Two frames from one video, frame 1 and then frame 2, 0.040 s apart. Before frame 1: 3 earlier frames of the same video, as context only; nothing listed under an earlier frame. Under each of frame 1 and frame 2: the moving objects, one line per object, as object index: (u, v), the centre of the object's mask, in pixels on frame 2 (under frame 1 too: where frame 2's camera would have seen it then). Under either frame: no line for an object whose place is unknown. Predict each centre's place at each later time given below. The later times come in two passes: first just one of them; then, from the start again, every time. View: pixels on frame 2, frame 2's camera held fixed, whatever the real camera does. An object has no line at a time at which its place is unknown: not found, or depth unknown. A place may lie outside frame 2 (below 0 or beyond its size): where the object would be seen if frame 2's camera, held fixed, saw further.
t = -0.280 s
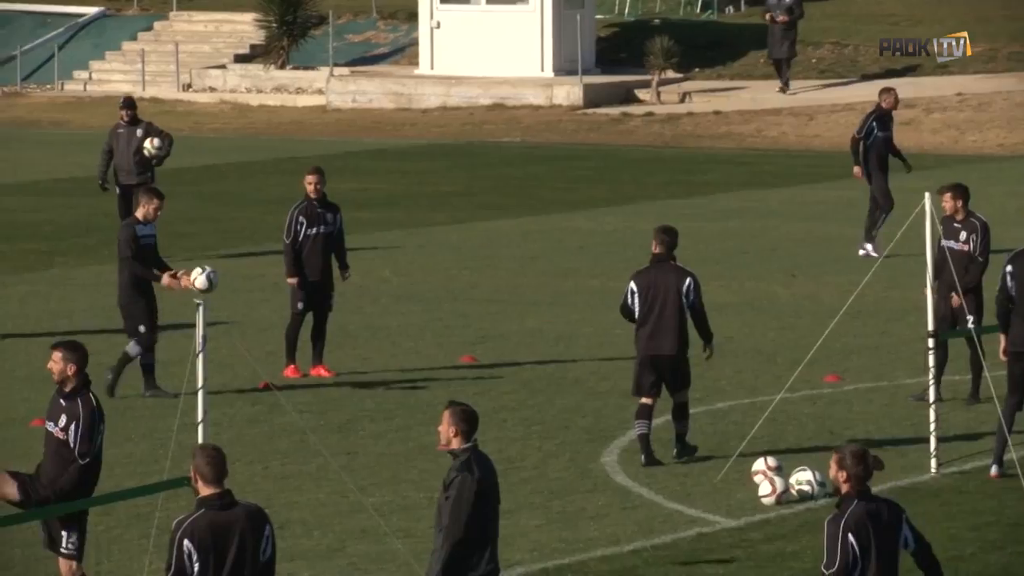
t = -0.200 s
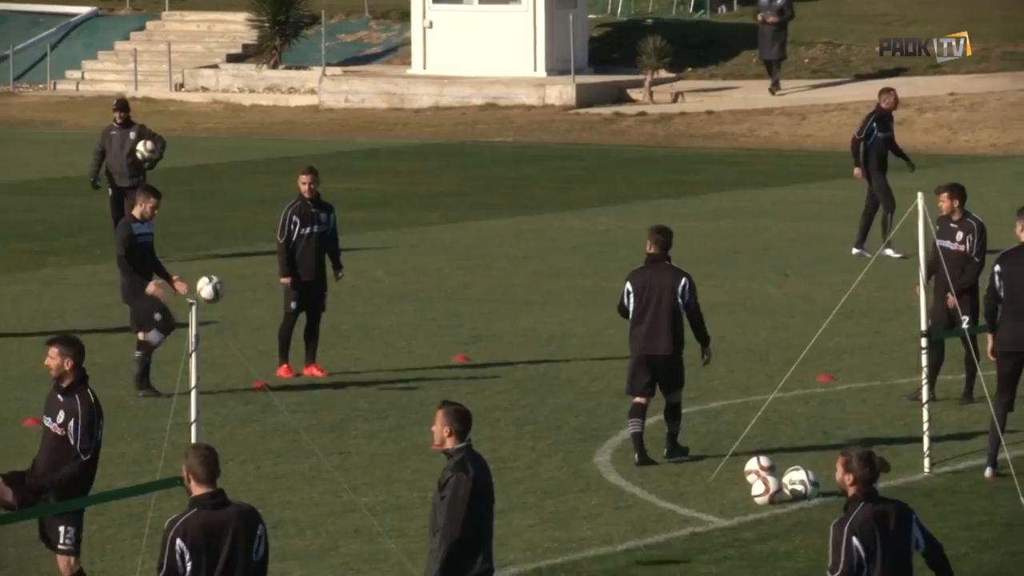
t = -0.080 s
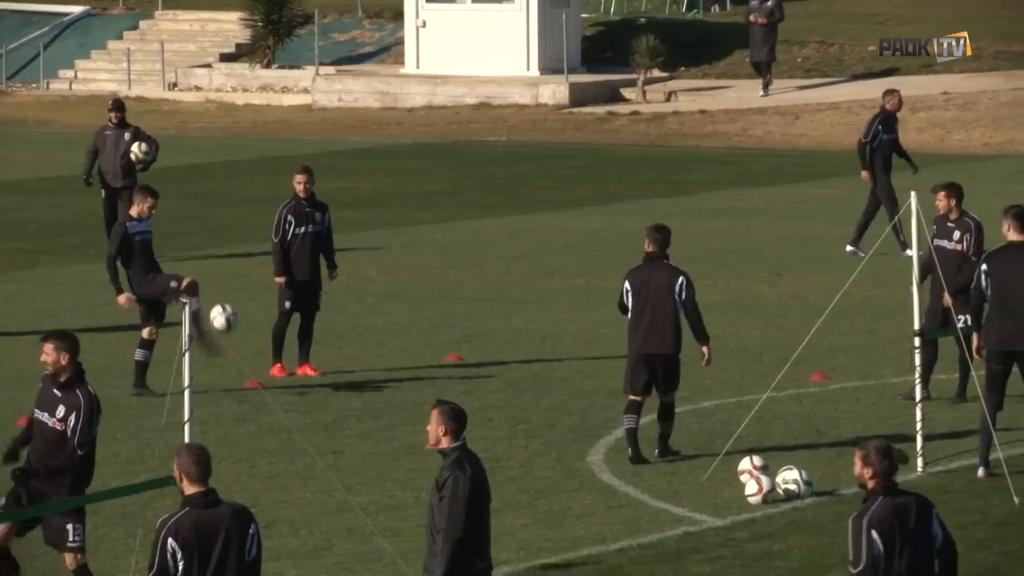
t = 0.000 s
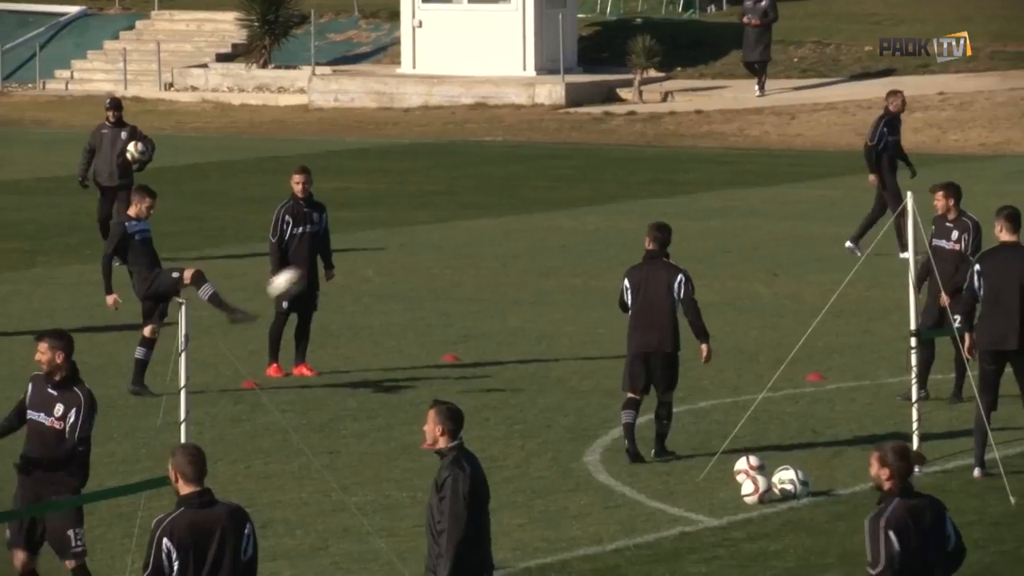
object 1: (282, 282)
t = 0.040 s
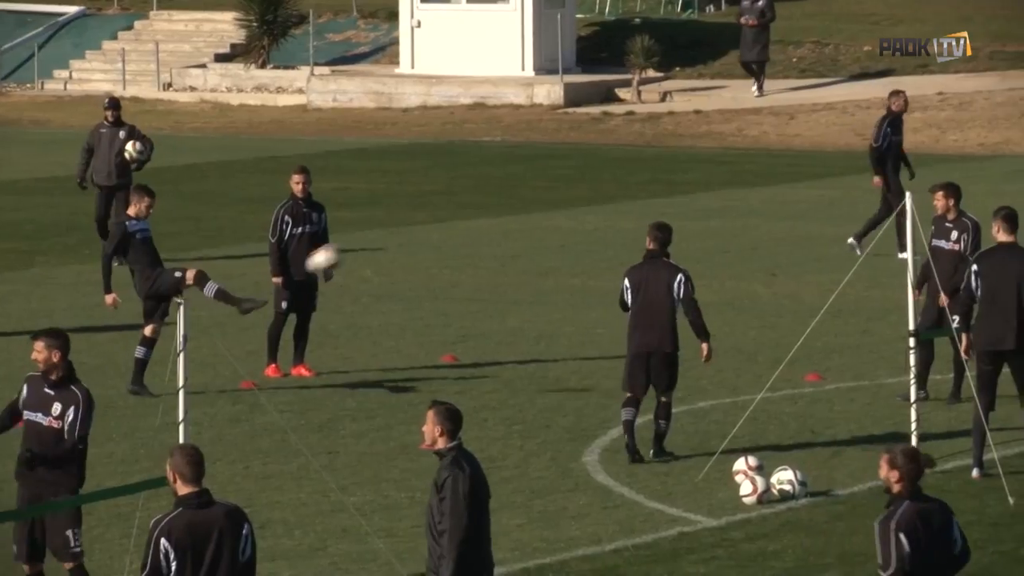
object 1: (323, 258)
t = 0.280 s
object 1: (566, 160)
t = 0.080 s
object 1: (364, 238)
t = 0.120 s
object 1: (404, 217)
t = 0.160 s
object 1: (443, 201)
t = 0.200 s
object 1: (484, 183)
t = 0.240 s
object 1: (526, 170)
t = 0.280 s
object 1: (566, 160)
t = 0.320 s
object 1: (606, 152)
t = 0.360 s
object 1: (645, 145)
